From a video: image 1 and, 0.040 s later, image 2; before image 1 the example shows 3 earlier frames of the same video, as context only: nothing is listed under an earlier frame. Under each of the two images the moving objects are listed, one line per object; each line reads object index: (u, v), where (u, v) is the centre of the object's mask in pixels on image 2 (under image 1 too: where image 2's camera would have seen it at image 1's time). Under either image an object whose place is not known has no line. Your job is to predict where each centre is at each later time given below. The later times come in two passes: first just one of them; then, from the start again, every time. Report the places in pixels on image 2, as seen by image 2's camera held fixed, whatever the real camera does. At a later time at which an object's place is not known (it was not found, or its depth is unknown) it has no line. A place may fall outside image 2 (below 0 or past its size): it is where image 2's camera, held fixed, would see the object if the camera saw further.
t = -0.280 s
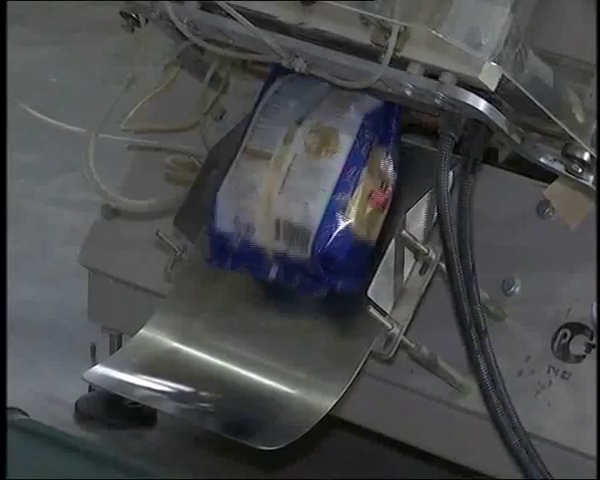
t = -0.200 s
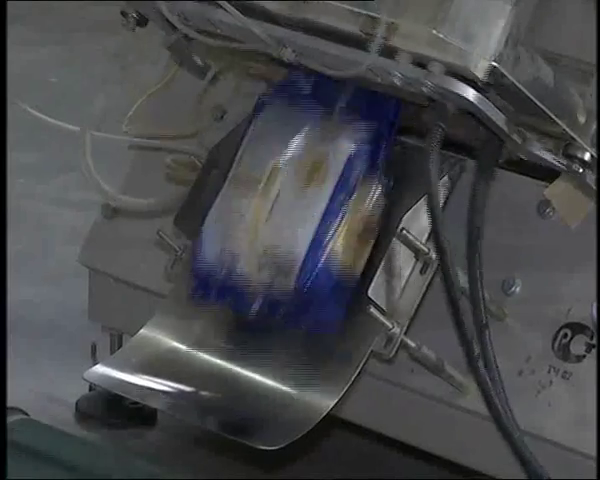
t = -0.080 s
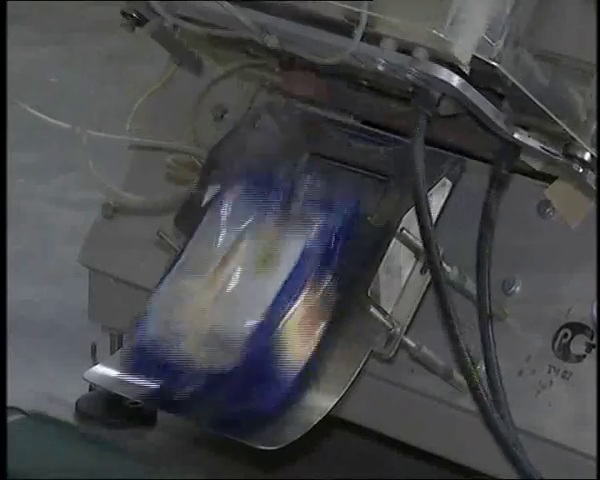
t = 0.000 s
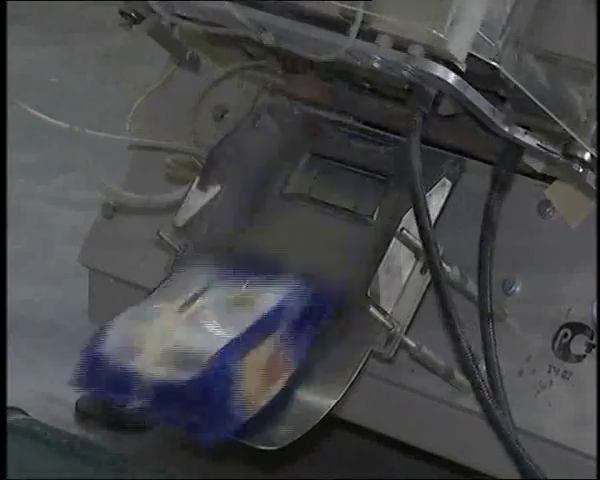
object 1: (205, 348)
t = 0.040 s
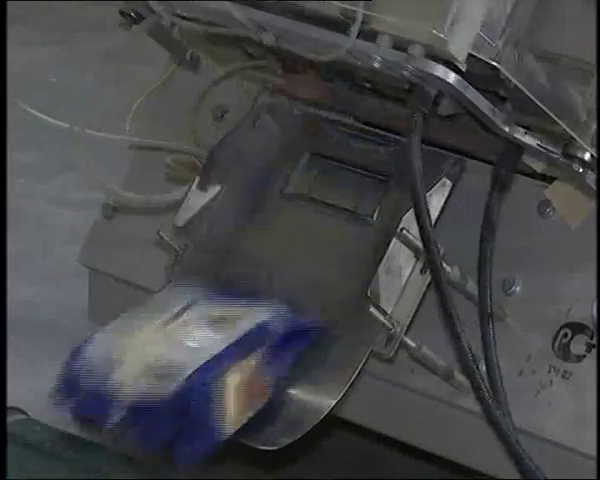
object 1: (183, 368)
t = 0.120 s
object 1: (150, 377)
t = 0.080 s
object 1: (167, 378)
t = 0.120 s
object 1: (150, 377)
